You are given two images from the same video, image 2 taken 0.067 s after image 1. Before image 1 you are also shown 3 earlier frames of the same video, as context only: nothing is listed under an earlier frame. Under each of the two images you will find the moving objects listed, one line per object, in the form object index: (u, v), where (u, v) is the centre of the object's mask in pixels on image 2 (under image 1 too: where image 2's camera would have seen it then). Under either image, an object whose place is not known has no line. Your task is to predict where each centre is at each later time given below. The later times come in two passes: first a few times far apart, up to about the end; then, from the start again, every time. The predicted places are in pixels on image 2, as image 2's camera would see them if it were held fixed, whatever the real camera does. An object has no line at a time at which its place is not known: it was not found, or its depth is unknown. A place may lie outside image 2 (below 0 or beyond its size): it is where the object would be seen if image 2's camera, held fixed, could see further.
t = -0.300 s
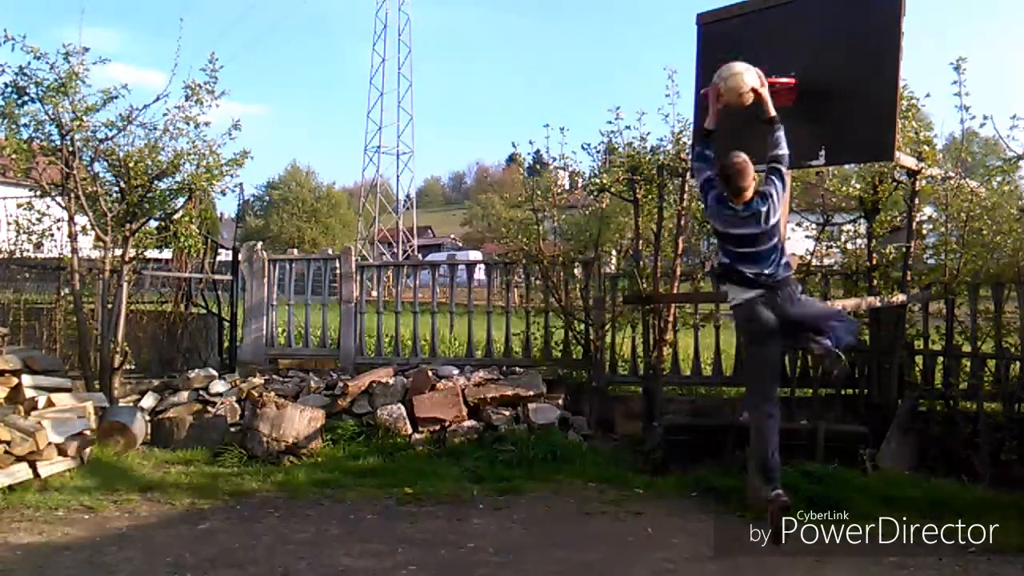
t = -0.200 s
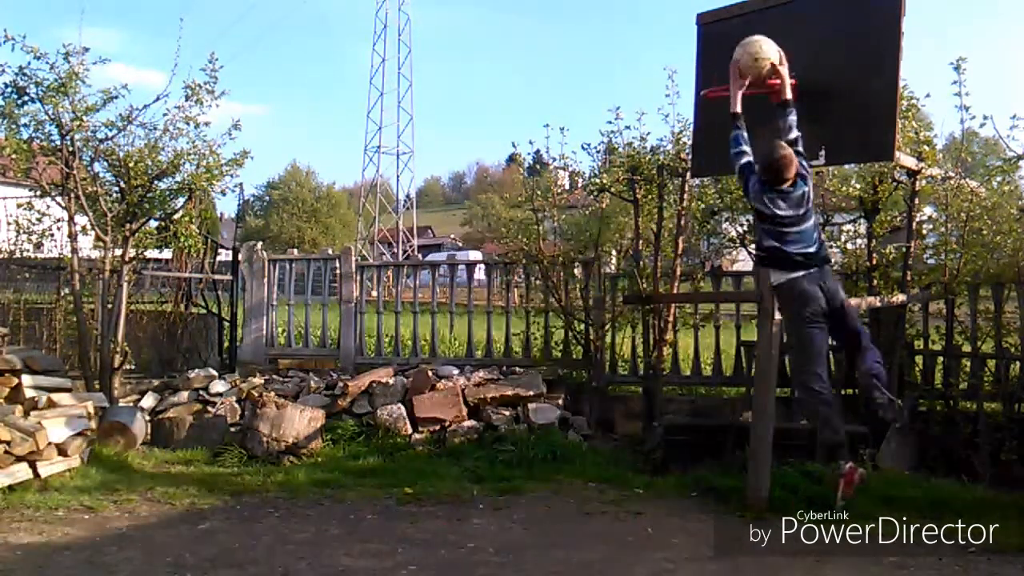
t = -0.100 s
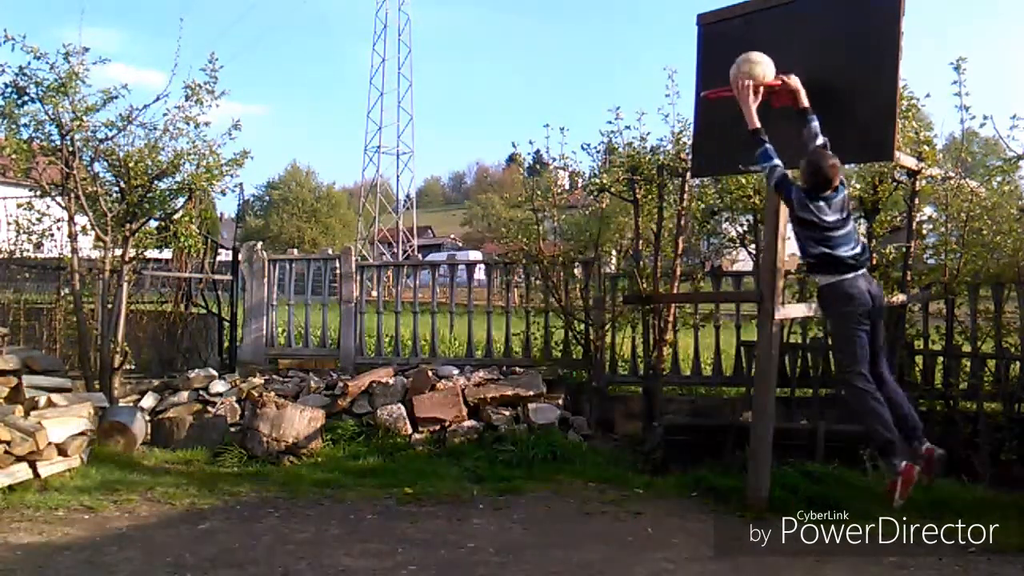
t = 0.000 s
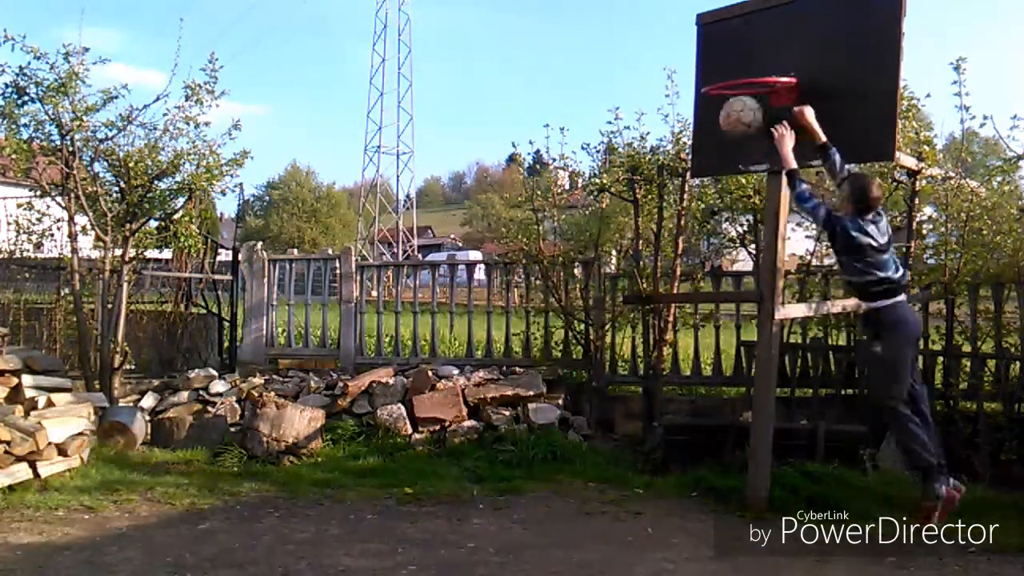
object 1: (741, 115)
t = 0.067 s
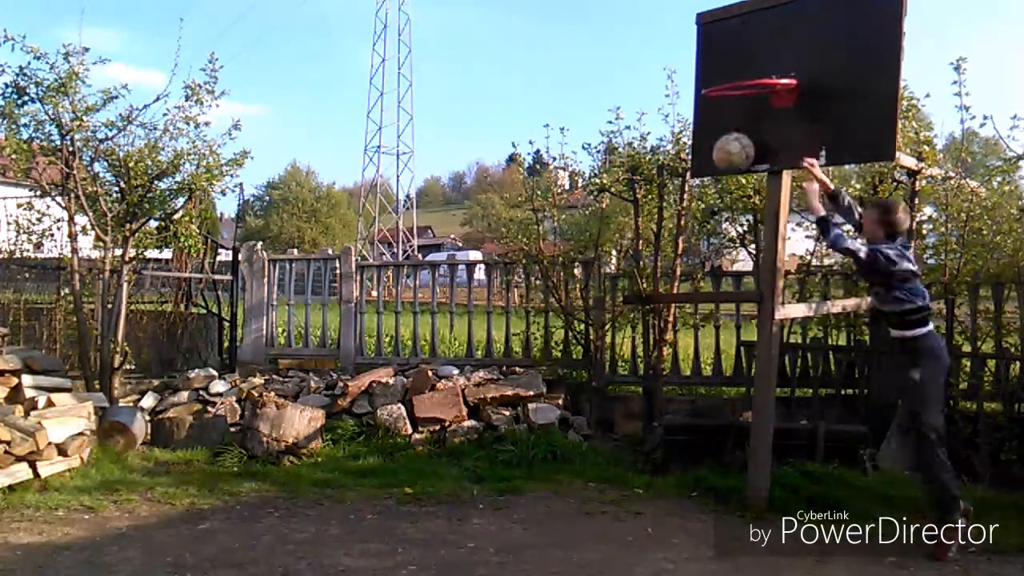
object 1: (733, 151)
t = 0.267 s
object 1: (675, 247)
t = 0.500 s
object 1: (607, 454)
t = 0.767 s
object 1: (566, 386)
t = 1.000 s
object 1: (535, 363)
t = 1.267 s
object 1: (493, 474)
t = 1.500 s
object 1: (460, 463)
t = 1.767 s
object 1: (422, 492)
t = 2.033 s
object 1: (389, 503)
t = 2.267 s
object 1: (357, 529)
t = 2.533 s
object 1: (326, 534)
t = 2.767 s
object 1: (306, 546)
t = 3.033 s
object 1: (285, 550)
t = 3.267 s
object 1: (274, 554)
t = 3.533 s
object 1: (264, 560)
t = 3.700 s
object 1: (261, 565)
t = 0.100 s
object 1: (724, 163)
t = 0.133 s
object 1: (713, 176)
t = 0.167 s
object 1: (704, 192)
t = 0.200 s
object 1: (695, 209)
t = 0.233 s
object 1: (685, 227)
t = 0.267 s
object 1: (675, 247)
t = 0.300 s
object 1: (665, 271)
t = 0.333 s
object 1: (656, 296)
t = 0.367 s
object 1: (646, 324)
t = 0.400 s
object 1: (636, 353)
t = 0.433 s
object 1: (626, 382)
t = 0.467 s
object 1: (617, 418)
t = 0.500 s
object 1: (607, 454)
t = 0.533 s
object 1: (597, 494)
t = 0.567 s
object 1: (594, 481)
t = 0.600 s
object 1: (589, 460)
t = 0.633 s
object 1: (584, 441)
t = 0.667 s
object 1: (580, 424)
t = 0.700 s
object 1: (576, 410)
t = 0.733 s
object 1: (571, 397)
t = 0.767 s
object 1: (566, 386)
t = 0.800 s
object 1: (561, 377)
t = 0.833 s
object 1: (558, 370)
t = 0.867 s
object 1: (553, 364)
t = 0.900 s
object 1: (548, 360)
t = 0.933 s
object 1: (544, 359)
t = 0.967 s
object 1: (540, 360)
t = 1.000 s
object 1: (535, 363)
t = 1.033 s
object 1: (530, 369)
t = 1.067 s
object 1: (525, 377)
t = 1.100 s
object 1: (520, 387)
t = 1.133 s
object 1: (515, 399)
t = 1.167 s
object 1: (508, 414)
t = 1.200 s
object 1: (504, 431)
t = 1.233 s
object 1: (499, 451)
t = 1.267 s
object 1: (493, 474)
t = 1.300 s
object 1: (488, 499)
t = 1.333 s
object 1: (482, 519)
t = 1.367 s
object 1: (478, 504)
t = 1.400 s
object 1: (474, 490)
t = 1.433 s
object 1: (469, 478)
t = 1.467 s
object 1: (465, 468)
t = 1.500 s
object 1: (460, 463)
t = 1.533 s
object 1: (456, 458)
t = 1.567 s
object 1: (452, 456)
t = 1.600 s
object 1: (447, 456)
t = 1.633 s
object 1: (442, 458)
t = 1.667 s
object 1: (437, 463)
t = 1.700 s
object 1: (433, 470)
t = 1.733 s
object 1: (428, 480)
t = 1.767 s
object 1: (422, 492)
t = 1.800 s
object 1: (418, 509)
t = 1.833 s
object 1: (413, 527)
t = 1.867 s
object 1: (408, 528)
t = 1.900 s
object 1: (405, 517)
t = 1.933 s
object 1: (400, 511)
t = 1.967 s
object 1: (396, 506)
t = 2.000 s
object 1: (392, 503)
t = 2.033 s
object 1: (389, 503)
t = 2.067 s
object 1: (384, 506)
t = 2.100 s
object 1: (379, 511)
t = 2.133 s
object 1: (374, 519)
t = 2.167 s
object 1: (370, 530)
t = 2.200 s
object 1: (365, 541)
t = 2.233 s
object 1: (361, 535)
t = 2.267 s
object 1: (357, 529)
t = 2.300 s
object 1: (352, 526)
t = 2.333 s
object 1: (349, 524)
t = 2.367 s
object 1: (344, 527)
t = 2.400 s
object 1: (340, 532)
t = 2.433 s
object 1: (334, 541)
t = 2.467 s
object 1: (331, 539)
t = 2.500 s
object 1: (328, 537)
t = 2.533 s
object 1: (326, 534)
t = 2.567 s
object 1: (323, 536)
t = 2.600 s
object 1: (320, 541)
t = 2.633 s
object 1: (317, 543)
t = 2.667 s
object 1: (314, 542)
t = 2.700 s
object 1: (310, 543)
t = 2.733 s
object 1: (308, 546)
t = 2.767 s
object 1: (306, 546)
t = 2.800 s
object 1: (302, 546)
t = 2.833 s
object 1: (299, 548)
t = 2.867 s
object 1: (296, 548)
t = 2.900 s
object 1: (294, 549)
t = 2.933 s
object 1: (291, 549)
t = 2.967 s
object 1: (289, 549)
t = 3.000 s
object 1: (287, 550)
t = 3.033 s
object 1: (285, 550)
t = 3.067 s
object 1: (283, 551)
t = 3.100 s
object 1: (280, 551)
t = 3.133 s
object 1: (279, 552)
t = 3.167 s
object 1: (278, 552)
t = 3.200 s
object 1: (276, 553)
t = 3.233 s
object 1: (275, 554)
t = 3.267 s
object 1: (274, 554)
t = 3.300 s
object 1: (272, 555)
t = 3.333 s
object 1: (271, 556)
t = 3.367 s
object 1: (270, 557)
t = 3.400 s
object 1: (269, 558)
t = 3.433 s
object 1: (268, 558)
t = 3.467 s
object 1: (268, 559)
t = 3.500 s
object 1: (265, 560)
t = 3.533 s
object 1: (264, 560)
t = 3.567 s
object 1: (263, 561)
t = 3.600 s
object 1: (263, 562)
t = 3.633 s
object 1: (262, 563)
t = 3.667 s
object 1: (262, 564)
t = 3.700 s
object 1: (261, 565)
